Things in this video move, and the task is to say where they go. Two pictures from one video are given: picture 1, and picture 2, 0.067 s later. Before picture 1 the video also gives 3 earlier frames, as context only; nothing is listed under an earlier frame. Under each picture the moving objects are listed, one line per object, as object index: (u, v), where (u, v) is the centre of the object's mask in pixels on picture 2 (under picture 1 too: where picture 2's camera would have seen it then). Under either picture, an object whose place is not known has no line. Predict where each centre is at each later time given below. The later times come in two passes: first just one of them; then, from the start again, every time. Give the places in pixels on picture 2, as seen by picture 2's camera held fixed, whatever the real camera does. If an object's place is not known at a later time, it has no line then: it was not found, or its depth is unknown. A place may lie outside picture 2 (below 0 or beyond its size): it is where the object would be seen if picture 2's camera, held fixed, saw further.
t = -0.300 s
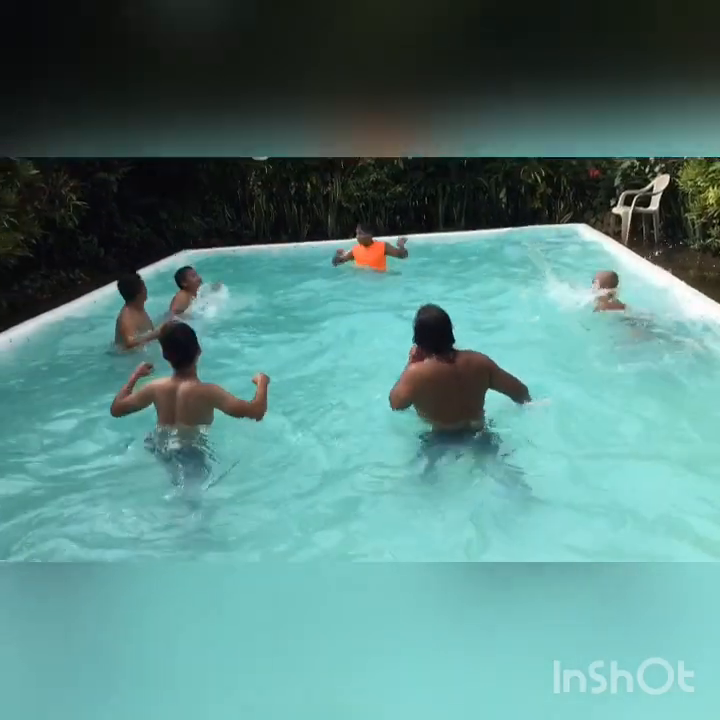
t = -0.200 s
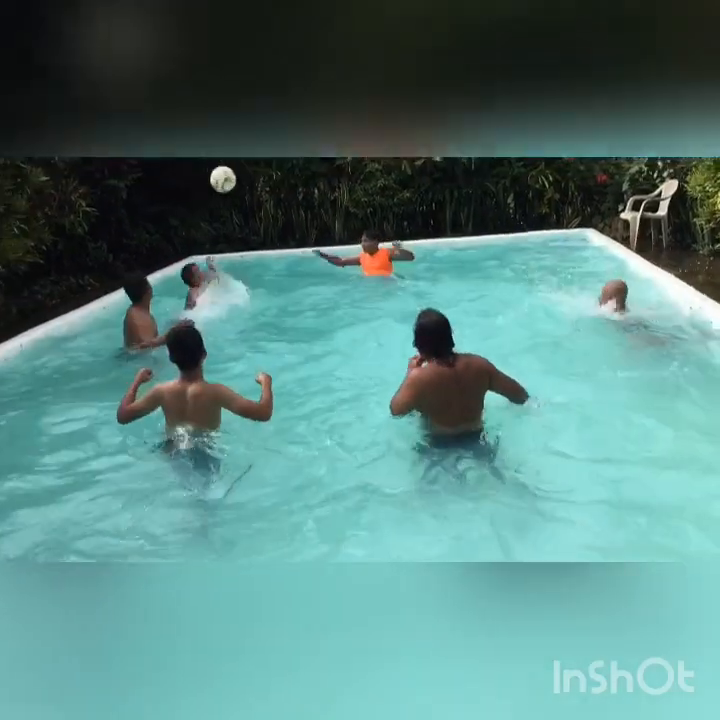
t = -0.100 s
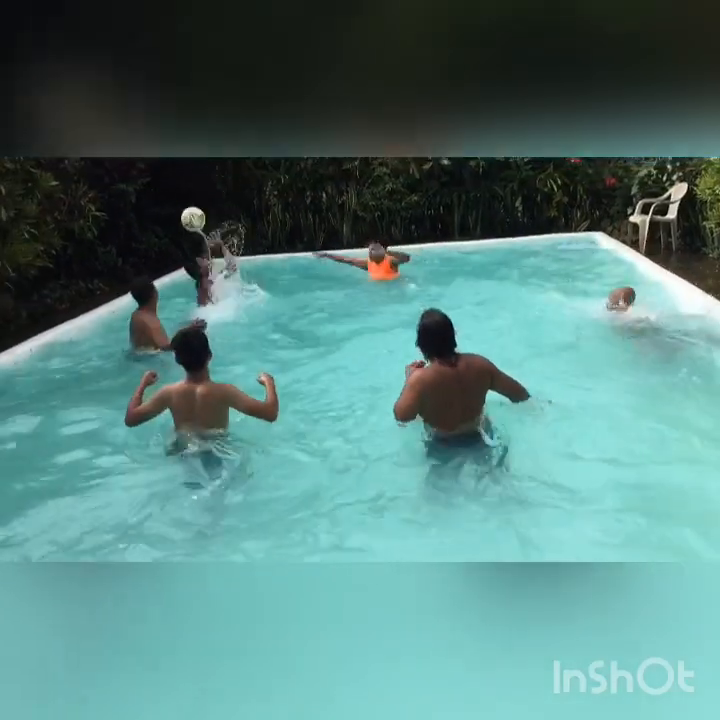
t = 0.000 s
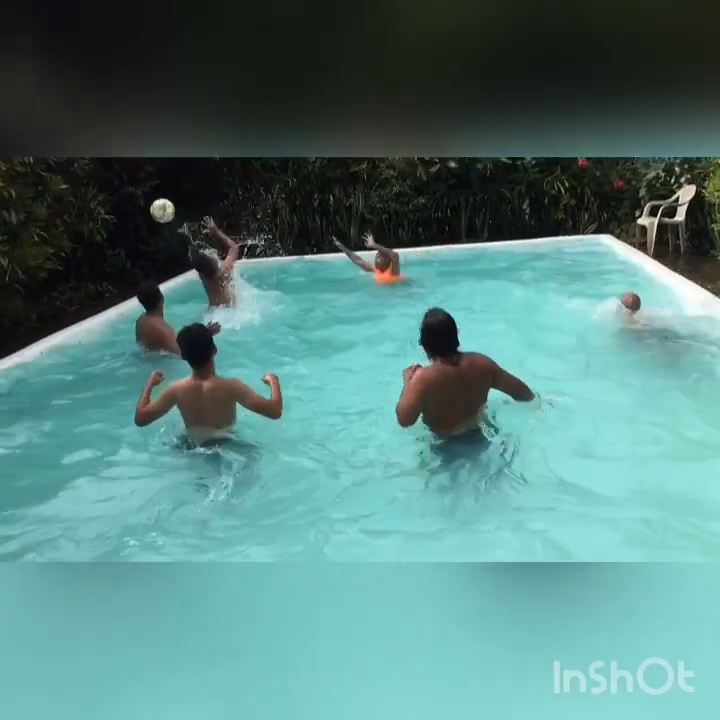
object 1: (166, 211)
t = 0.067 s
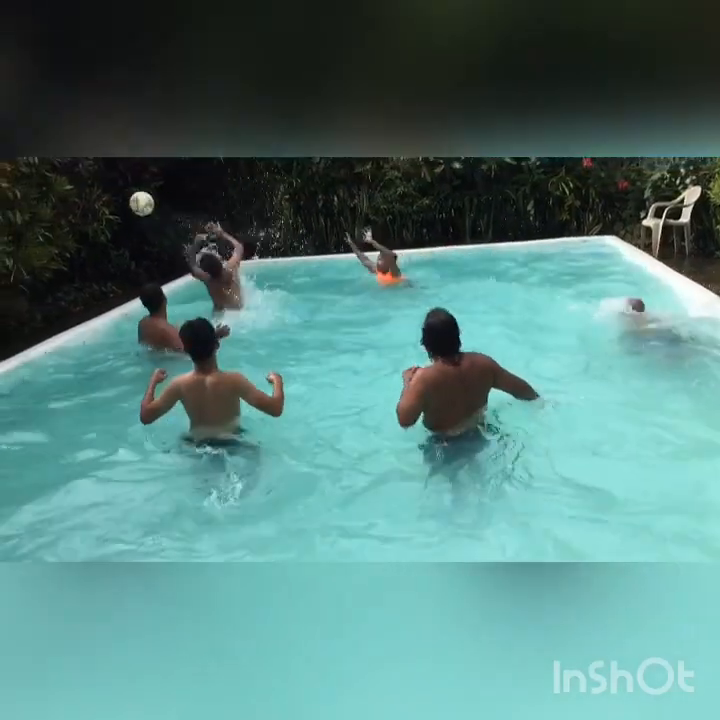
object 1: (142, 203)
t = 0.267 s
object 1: (72, 209)
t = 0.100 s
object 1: (129, 201)
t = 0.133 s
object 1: (117, 201)
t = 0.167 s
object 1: (105, 201)
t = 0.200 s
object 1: (94, 202)
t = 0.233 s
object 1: (83, 205)
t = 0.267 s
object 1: (72, 209)
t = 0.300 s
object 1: (61, 214)
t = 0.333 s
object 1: (50, 221)
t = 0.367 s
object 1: (41, 228)
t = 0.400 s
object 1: (30, 236)
